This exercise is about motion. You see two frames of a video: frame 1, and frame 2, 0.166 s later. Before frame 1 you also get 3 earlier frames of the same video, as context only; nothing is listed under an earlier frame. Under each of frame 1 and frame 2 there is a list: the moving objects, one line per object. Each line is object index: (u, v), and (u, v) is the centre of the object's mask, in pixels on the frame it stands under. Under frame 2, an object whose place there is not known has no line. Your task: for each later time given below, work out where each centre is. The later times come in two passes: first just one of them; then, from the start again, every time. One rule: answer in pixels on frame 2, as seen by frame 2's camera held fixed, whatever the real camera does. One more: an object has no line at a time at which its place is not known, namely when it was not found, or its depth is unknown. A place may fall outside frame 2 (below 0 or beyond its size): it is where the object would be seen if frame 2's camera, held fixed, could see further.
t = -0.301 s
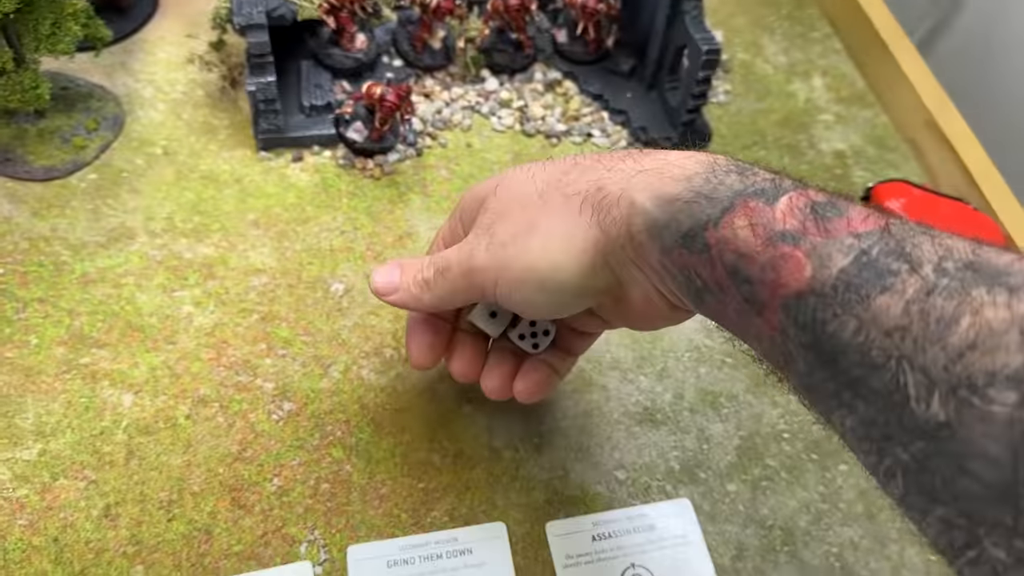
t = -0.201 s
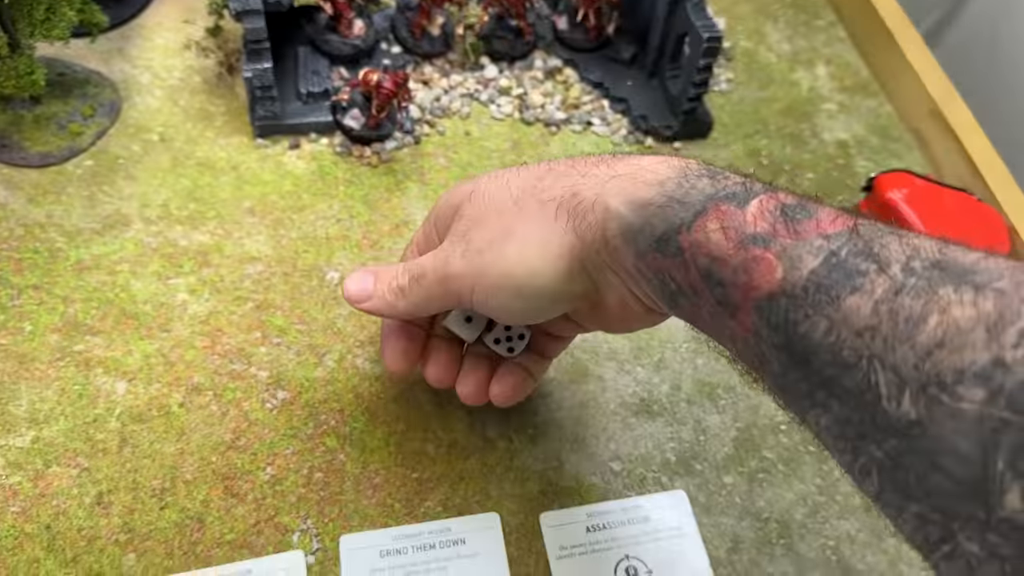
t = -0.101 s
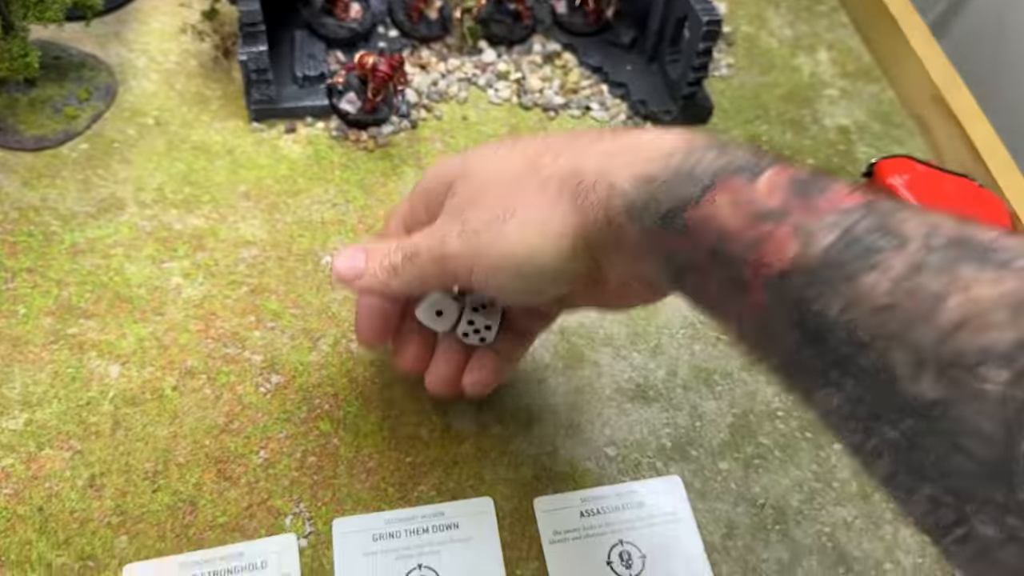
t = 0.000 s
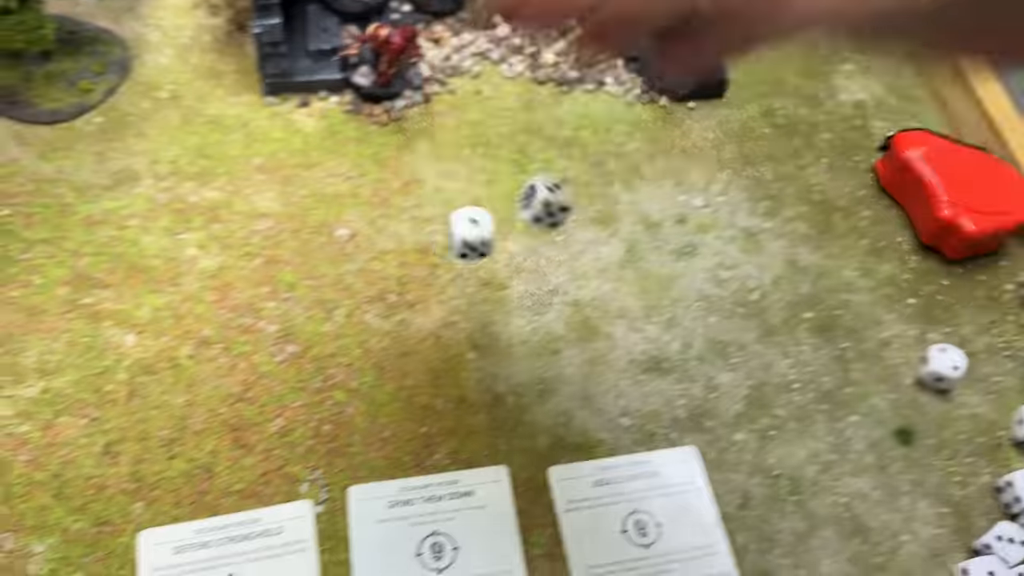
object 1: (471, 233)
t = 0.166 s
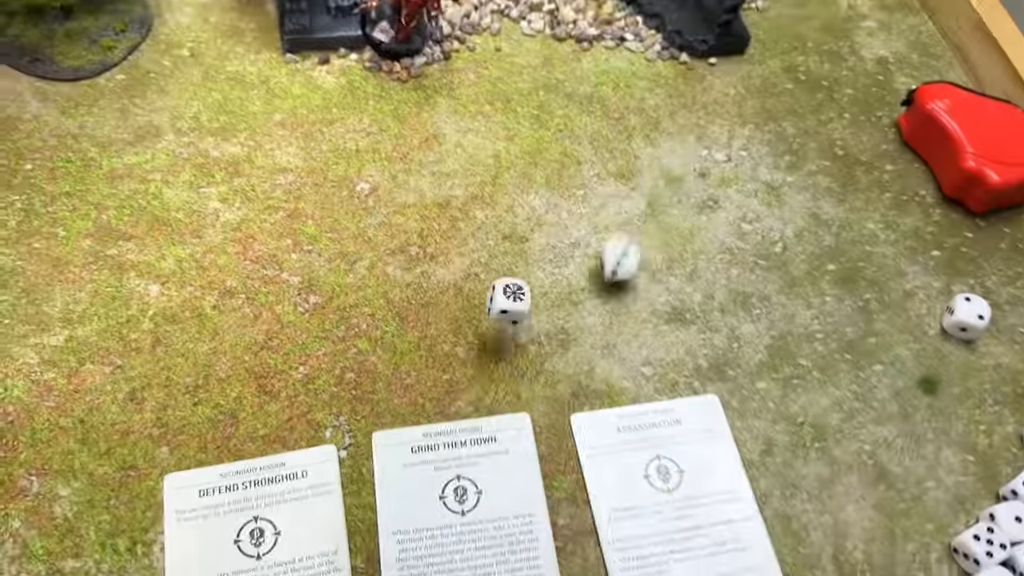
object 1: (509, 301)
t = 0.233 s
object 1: (509, 320)
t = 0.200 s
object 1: (509, 305)
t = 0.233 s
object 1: (509, 320)
